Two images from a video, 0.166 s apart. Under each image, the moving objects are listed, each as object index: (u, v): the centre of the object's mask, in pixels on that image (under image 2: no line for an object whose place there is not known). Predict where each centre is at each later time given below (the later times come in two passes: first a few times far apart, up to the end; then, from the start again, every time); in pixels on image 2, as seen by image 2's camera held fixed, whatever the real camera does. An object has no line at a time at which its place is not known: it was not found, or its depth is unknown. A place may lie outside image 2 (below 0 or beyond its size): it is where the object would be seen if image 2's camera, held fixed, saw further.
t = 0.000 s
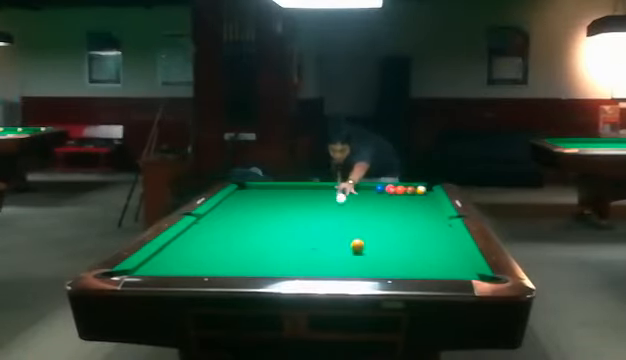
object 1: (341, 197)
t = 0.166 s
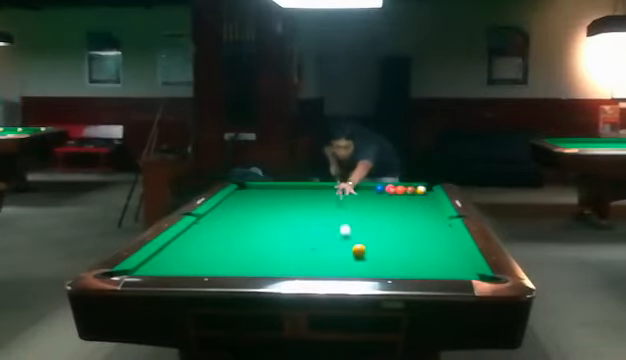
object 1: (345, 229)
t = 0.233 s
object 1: (347, 246)
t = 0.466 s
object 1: (254, 249)
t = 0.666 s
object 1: (219, 225)
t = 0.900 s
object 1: (229, 217)
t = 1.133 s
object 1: (282, 223)
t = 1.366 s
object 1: (336, 228)
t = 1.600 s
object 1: (393, 234)
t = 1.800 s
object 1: (446, 240)
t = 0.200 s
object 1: (346, 237)
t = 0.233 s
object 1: (347, 246)
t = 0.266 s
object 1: (332, 252)
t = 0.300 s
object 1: (312, 260)
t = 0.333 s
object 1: (293, 268)
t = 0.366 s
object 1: (280, 267)
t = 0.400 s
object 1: (271, 260)
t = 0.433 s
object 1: (262, 254)
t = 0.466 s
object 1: (254, 249)
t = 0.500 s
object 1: (247, 244)
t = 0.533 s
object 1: (241, 240)
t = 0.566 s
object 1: (235, 236)
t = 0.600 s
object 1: (229, 232)
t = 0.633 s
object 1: (224, 228)
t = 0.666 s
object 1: (219, 225)
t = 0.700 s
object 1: (215, 222)
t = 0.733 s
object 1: (210, 219)
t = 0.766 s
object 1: (206, 216)
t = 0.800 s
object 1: (205, 214)
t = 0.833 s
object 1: (212, 214)
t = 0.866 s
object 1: (220, 215)
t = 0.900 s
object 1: (229, 217)
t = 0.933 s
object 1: (237, 218)
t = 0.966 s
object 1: (245, 219)
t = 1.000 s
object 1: (252, 220)
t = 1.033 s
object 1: (260, 220)
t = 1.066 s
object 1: (267, 221)
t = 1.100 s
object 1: (274, 222)
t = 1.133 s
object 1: (282, 223)
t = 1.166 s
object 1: (289, 224)
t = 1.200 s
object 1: (297, 224)
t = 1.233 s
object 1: (305, 225)
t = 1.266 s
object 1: (313, 226)
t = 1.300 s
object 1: (320, 226)
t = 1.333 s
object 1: (328, 228)
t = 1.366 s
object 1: (336, 228)
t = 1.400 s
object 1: (344, 229)
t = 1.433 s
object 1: (352, 230)
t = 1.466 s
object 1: (360, 231)
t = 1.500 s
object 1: (368, 232)
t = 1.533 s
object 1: (376, 232)
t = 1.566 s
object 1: (385, 233)
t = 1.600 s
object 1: (393, 234)
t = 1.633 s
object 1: (401, 235)
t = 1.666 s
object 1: (410, 236)
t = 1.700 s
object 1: (418, 237)
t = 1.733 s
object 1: (428, 238)
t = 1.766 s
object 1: (437, 239)
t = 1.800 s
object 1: (446, 240)
